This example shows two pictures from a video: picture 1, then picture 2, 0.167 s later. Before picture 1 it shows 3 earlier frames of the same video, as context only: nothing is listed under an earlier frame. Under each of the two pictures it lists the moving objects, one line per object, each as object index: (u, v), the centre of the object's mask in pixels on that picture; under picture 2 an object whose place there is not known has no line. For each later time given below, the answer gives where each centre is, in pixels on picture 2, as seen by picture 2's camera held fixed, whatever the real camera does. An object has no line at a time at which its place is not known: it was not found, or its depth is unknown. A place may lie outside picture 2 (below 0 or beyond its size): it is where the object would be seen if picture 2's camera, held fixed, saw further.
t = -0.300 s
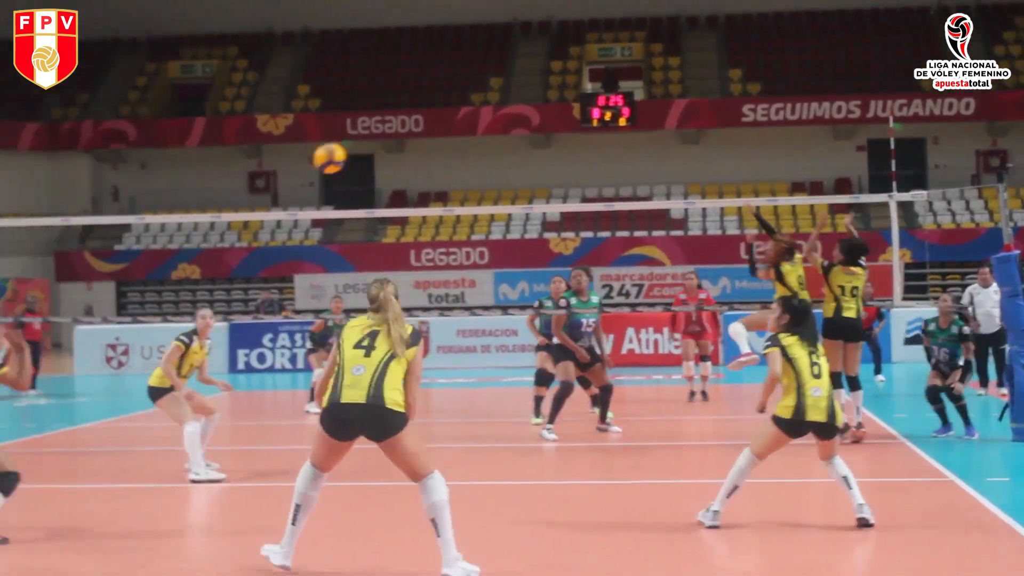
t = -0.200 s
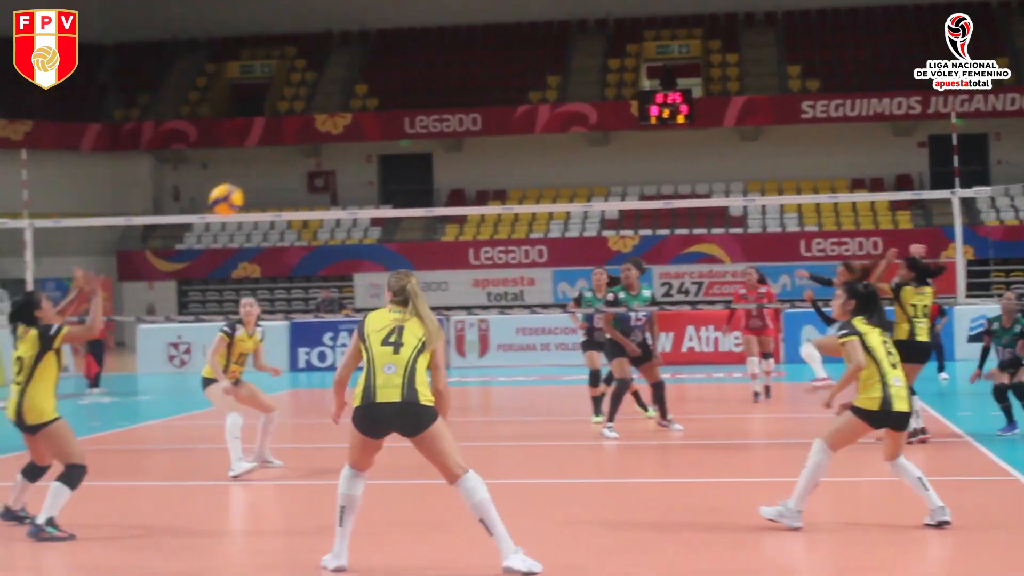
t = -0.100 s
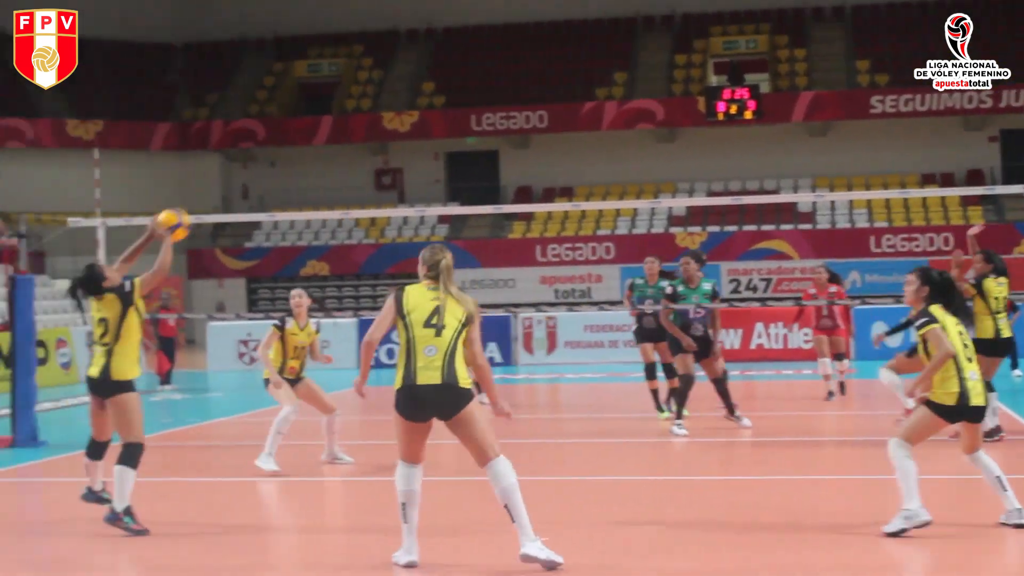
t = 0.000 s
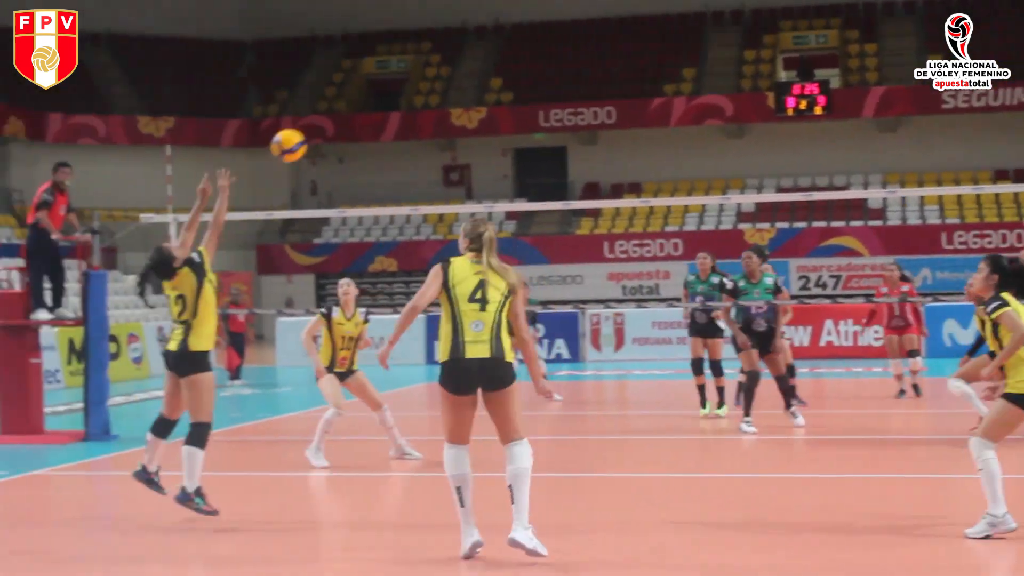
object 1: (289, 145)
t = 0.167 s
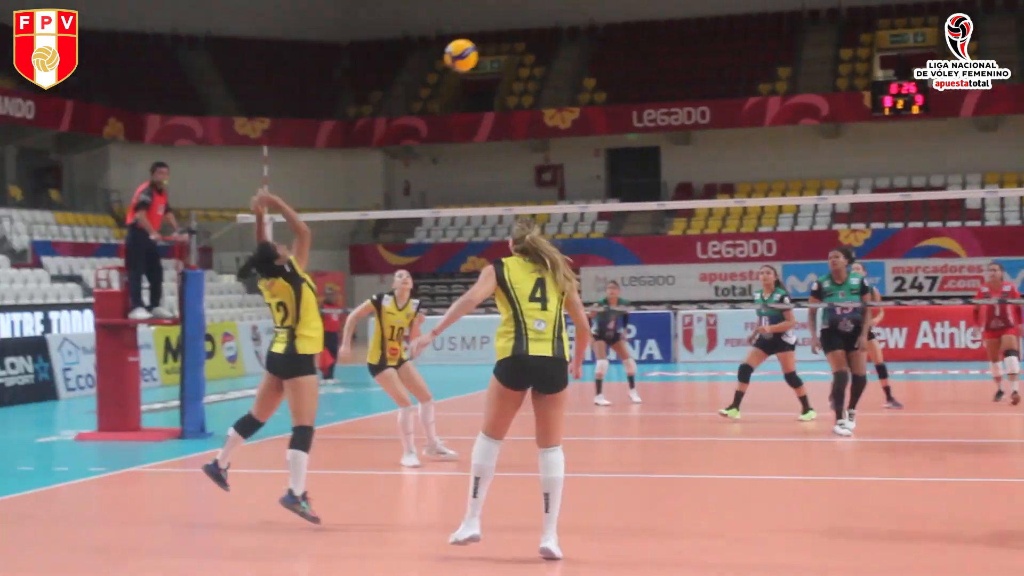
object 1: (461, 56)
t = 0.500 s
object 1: (614, 2)
